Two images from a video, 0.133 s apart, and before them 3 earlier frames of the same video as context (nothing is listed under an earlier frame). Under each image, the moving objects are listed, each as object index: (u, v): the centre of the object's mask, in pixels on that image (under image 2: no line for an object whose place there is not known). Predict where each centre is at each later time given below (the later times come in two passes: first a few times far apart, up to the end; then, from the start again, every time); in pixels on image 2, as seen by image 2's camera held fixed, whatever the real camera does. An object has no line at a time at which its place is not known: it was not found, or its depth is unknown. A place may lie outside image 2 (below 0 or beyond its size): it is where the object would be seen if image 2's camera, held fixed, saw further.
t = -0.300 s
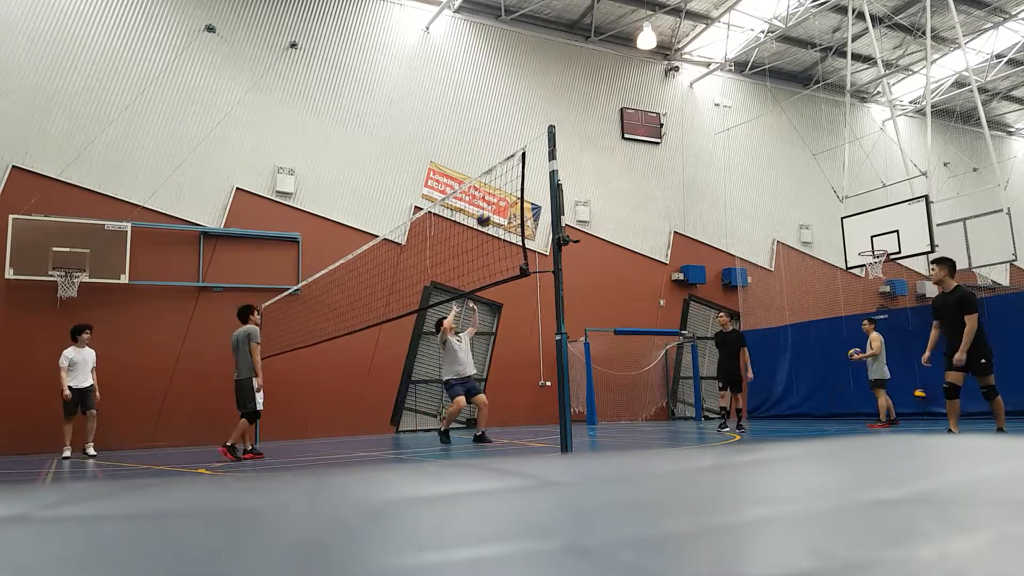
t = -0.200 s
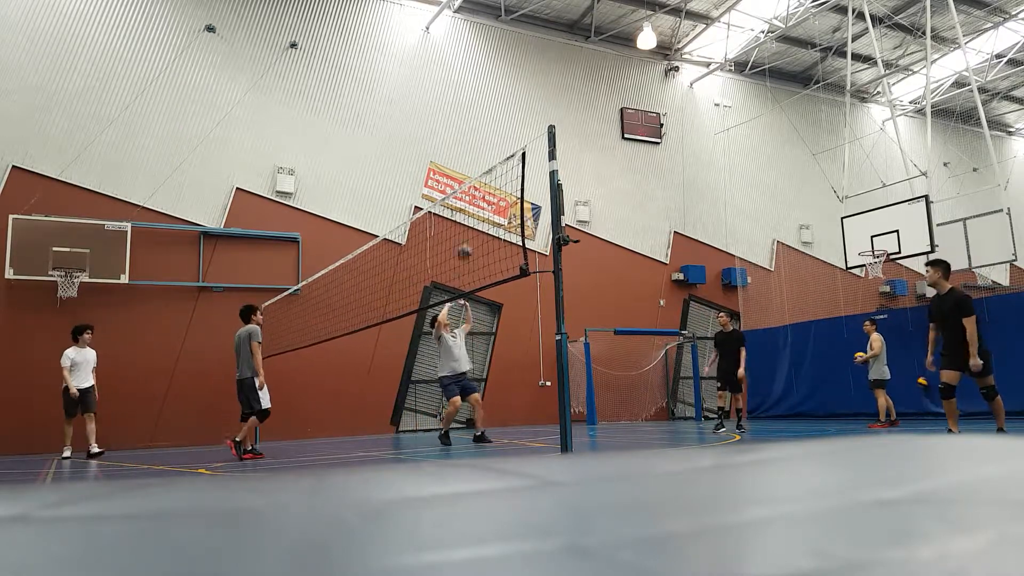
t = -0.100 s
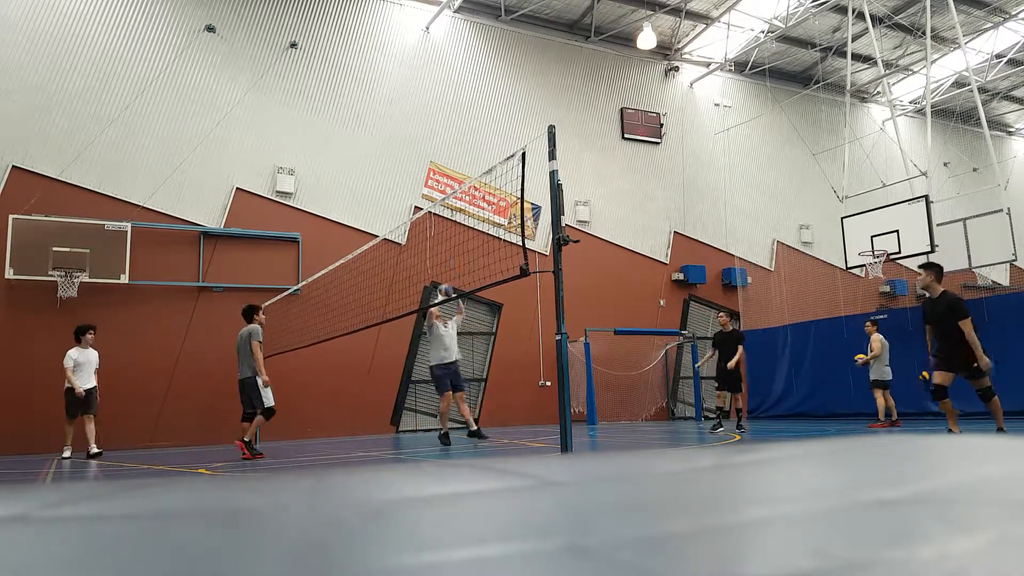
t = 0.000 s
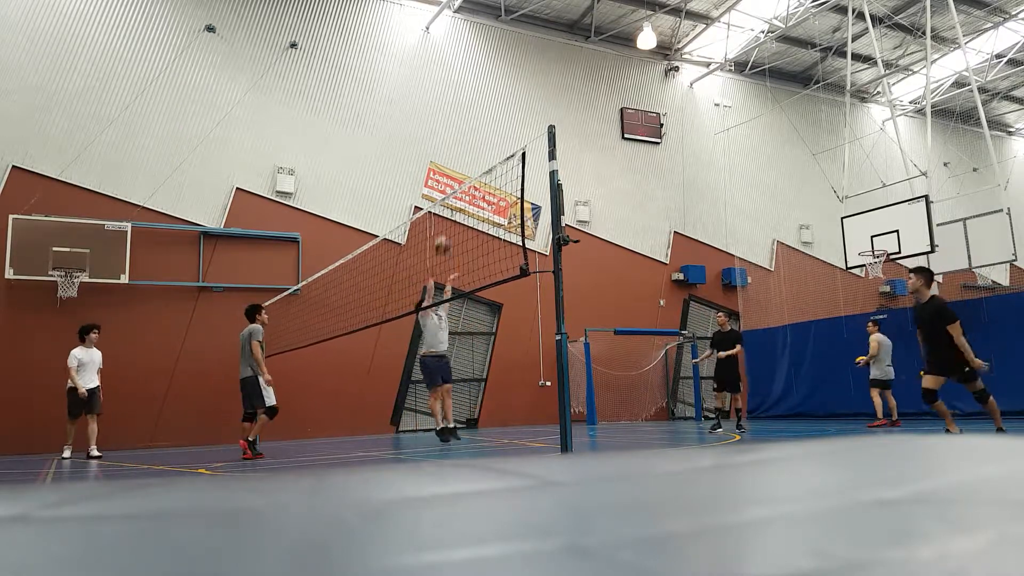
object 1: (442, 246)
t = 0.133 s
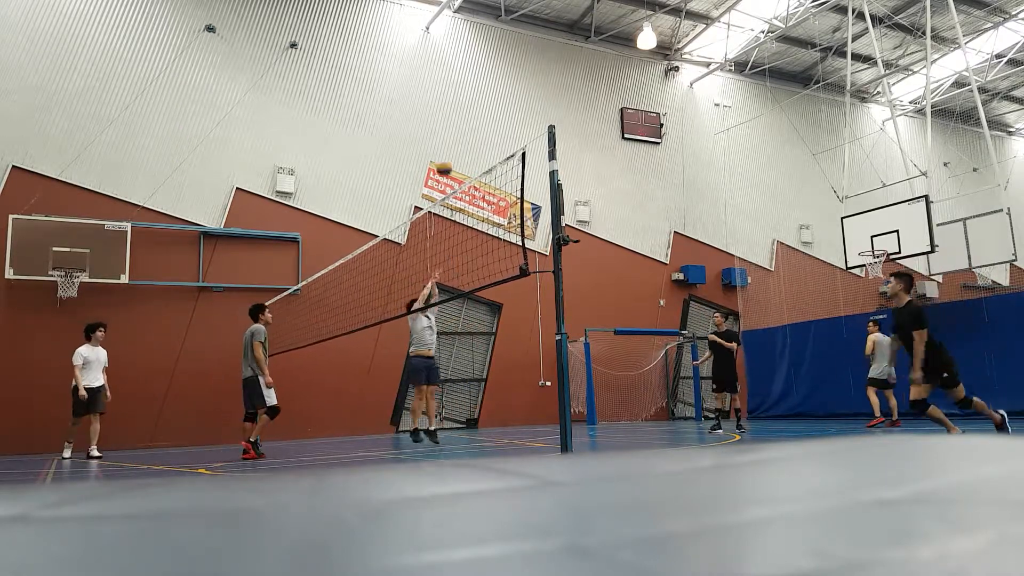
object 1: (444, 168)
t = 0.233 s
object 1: (445, 120)
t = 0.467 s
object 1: (451, 36)
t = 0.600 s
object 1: (454, 7)
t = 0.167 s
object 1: (444, 151)
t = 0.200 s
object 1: (445, 135)
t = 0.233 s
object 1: (445, 120)
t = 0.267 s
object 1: (446, 105)
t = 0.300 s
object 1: (447, 92)
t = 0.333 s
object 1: (448, 79)
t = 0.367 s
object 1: (448, 67)
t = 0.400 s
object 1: (449, 56)
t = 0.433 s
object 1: (450, 46)
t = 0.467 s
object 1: (451, 36)
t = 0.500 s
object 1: (451, 28)
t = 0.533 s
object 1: (452, 19)
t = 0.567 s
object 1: (453, 12)
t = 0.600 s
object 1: (454, 7)
